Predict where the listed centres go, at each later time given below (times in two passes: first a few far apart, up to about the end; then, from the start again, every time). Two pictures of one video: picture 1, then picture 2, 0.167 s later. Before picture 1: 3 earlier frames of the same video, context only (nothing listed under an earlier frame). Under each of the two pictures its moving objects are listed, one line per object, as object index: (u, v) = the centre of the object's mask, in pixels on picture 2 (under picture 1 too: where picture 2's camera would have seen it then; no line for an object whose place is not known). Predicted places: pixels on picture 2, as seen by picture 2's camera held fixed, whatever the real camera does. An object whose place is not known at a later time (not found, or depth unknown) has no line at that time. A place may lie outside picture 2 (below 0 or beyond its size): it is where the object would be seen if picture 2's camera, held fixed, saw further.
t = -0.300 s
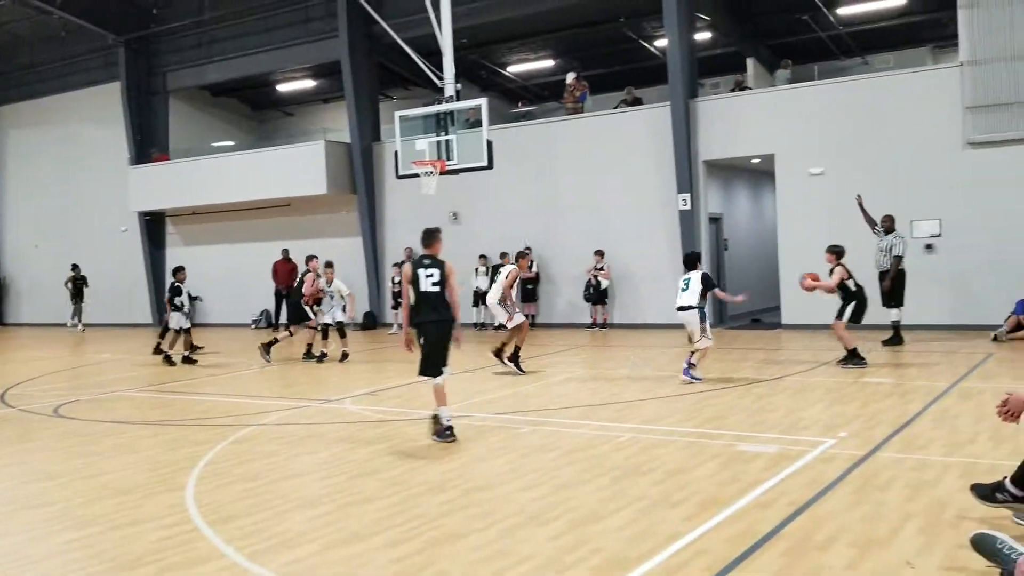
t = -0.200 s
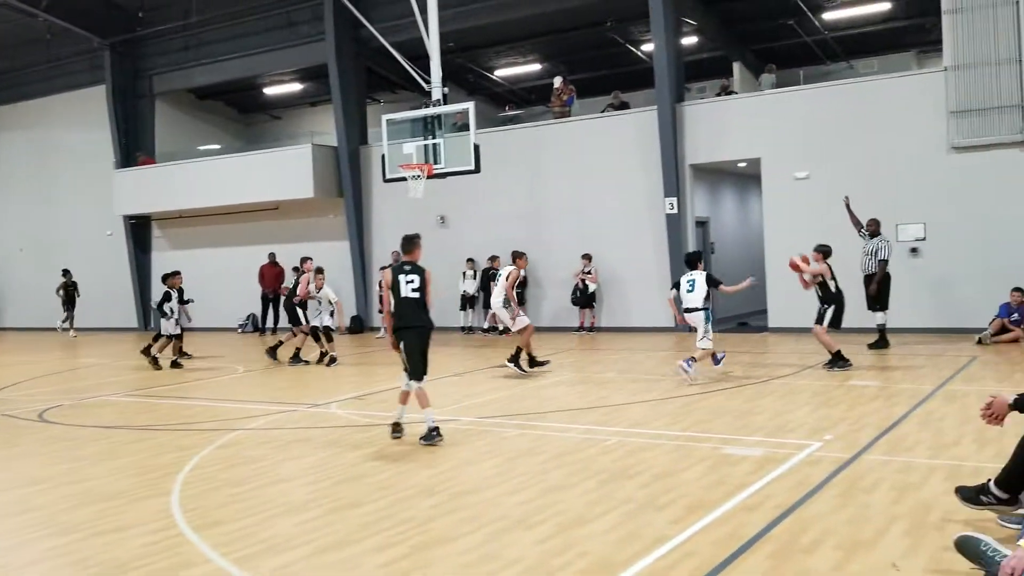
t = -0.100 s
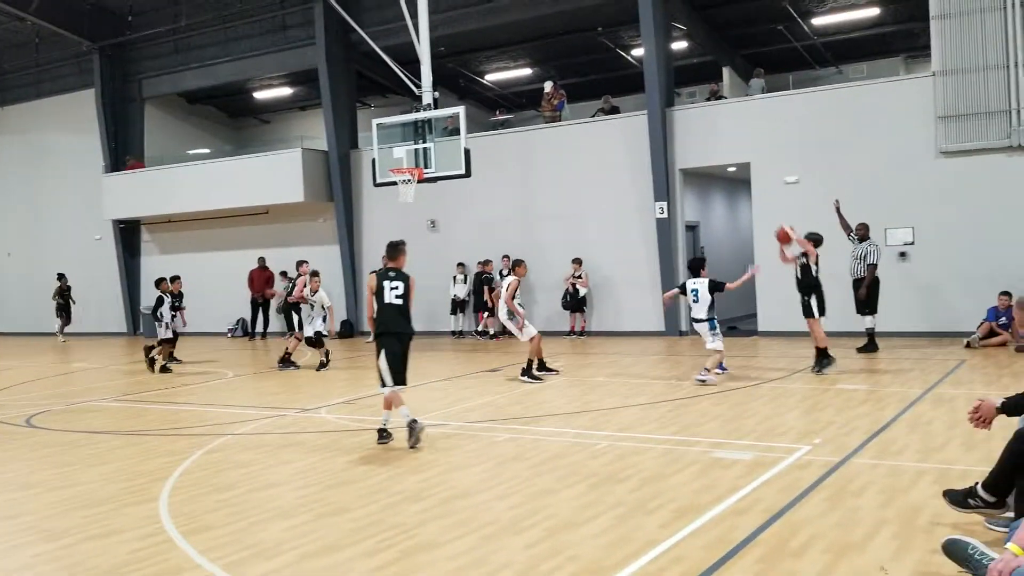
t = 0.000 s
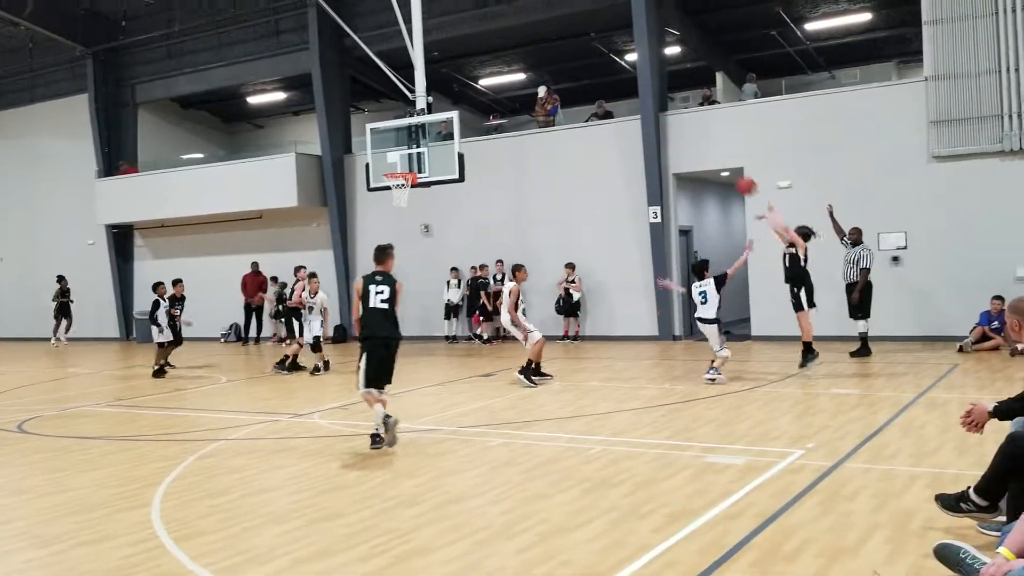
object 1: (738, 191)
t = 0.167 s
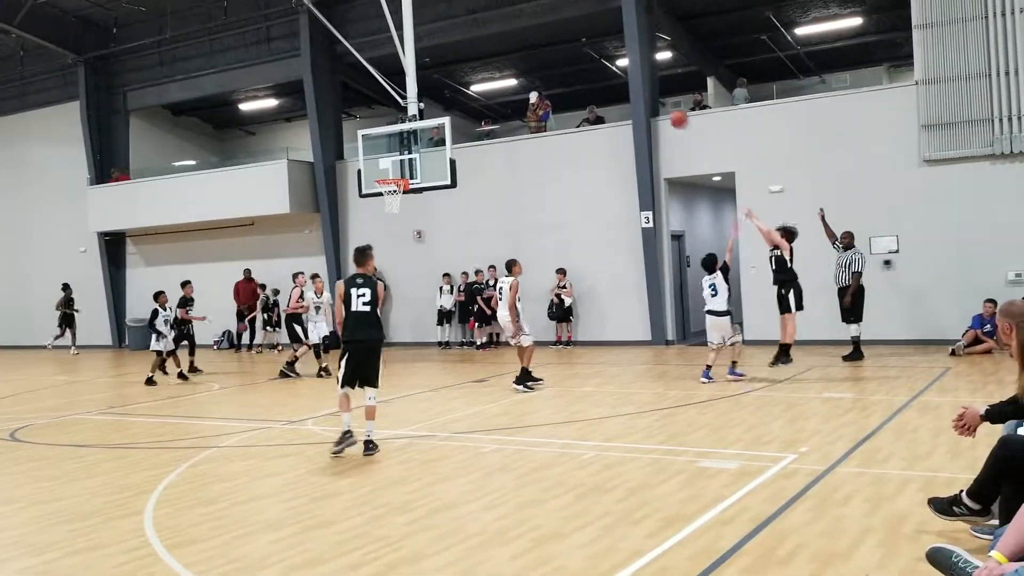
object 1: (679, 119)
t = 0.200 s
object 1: (667, 109)
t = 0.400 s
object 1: (604, 58)
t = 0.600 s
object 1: (547, 42)
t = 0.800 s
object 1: (497, 52)
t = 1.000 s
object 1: (450, 87)
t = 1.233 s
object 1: (401, 157)
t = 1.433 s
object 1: (377, 147)
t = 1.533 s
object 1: (368, 137)
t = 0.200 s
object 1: (667, 109)
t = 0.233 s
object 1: (656, 97)
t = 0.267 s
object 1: (646, 88)
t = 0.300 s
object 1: (635, 79)
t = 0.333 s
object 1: (625, 73)
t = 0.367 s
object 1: (613, 65)
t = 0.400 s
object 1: (604, 58)
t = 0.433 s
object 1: (594, 53)
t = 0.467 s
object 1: (584, 50)
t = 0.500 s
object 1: (575, 46)
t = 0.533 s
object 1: (565, 44)
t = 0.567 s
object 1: (556, 42)
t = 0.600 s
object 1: (547, 42)
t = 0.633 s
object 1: (539, 42)
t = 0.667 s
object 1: (530, 43)
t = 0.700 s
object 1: (522, 44)
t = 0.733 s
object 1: (513, 46)
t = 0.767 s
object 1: (505, 48)
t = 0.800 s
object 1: (497, 52)
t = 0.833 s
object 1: (488, 56)
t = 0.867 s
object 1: (480, 61)
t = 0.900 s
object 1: (472, 67)
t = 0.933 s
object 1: (465, 72)
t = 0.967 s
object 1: (458, 79)
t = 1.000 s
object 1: (450, 87)
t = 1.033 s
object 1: (443, 96)
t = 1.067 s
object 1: (436, 104)
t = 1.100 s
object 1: (429, 112)
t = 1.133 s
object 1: (421, 123)
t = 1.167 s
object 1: (414, 135)
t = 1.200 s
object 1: (408, 145)
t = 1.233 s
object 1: (401, 157)
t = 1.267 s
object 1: (395, 169)
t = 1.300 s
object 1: (391, 169)
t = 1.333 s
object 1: (387, 163)
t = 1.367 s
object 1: (383, 158)
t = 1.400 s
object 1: (379, 151)
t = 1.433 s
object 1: (377, 147)
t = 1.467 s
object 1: (373, 143)
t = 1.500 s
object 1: (370, 140)
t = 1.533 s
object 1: (368, 137)
